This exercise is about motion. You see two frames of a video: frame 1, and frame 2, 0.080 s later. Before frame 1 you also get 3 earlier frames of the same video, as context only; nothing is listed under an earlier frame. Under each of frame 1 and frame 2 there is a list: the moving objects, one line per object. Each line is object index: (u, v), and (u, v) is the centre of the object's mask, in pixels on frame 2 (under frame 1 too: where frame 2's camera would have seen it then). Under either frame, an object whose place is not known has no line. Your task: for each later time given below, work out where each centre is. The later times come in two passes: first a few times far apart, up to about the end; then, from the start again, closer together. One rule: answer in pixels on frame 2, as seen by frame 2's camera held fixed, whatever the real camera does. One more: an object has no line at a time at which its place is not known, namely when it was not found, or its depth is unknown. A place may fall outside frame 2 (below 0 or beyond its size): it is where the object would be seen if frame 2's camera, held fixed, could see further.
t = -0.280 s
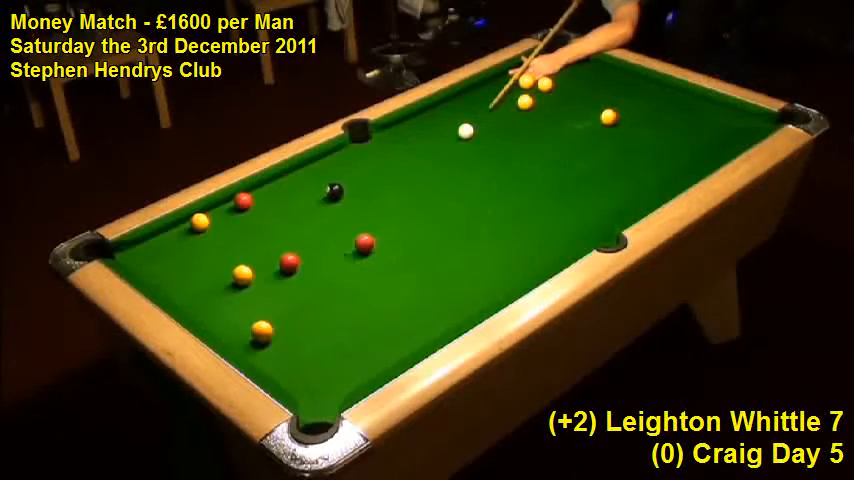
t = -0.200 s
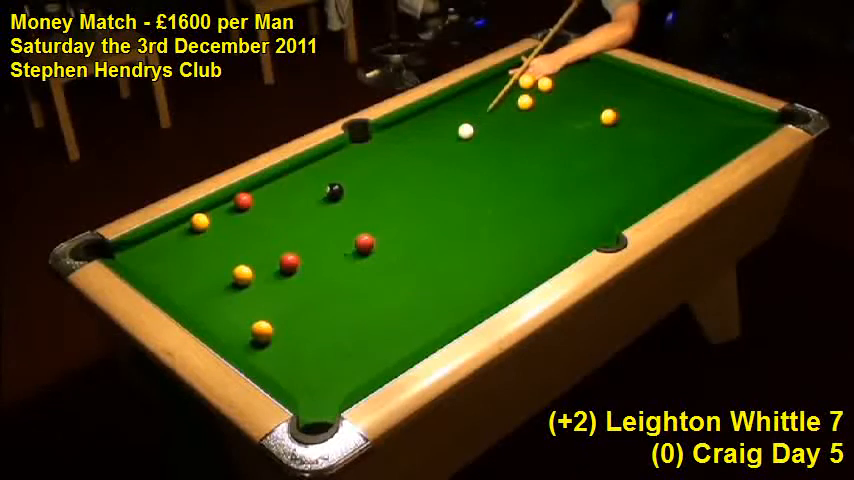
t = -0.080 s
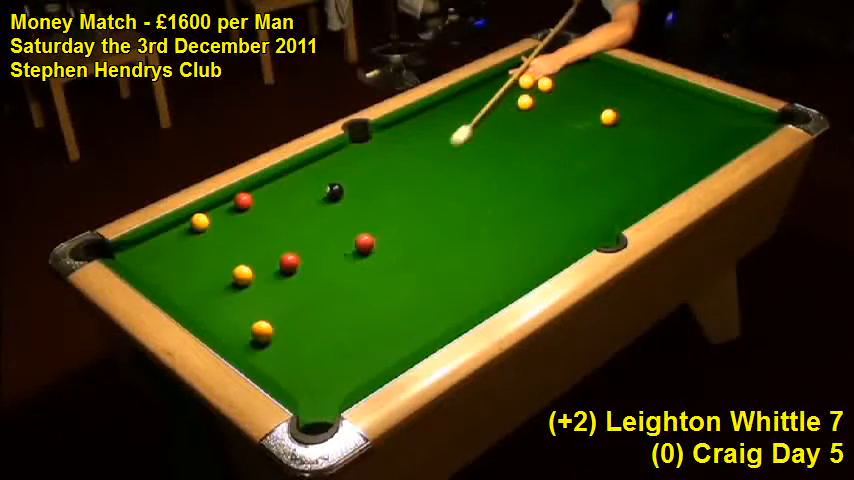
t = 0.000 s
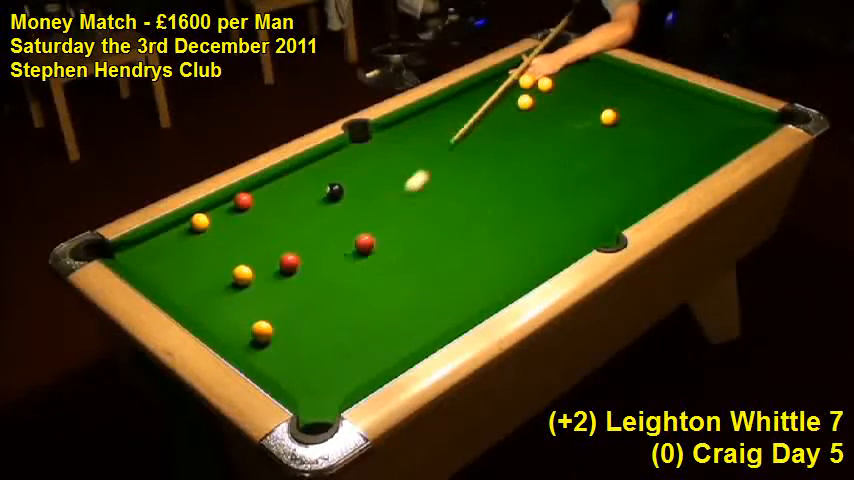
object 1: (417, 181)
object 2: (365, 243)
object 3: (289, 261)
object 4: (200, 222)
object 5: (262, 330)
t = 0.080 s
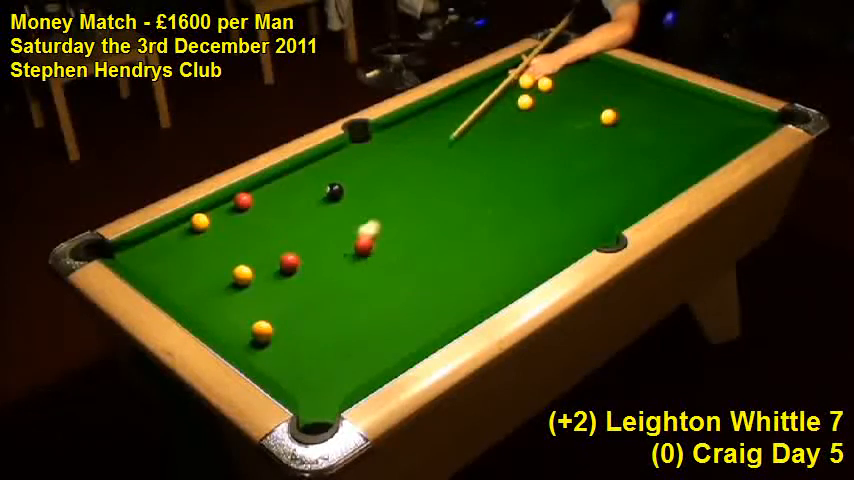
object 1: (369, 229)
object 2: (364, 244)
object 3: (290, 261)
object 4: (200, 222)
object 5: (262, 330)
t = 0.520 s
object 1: (255, 219)
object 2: (282, 371)
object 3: (289, 262)
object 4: (200, 222)
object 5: (262, 330)
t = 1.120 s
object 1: (219, 213)
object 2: (218, 311)
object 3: (290, 262)
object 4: (194, 240)
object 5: (275, 291)
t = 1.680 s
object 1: (231, 213)
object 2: (194, 274)
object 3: (297, 250)
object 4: (184, 262)
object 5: (280, 270)
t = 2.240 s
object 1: (234, 214)
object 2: (196, 274)
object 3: (306, 236)
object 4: (159, 255)
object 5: (279, 267)
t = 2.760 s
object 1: (234, 214)
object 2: (195, 274)
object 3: (310, 227)
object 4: (142, 250)
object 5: (278, 267)
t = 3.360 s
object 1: (234, 214)
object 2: (195, 274)
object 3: (312, 222)
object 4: (131, 247)
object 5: (278, 267)
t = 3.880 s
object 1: (234, 214)
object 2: (195, 274)
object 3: (312, 222)
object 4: (129, 247)
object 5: (278, 267)
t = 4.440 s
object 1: (234, 214)
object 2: (195, 274)
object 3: (312, 223)
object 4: (129, 246)
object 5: (279, 267)
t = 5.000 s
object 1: (234, 214)
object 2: (195, 274)
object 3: (312, 222)
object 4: (129, 247)
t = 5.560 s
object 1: (234, 214)
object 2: (195, 274)
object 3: (312, 222)
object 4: (129, 247)
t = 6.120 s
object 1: (234, 214)
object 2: (195, 274)
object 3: (312, 222)
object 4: (129, 247)
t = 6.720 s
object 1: (234, 214)
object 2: (195, 274)
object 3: (312, 222)
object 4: (129, 247)
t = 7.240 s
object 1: (234, 214)
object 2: (195, 274)
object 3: (312, 223)
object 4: (129, 247)
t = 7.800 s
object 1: (234, 214)
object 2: (195, 274)
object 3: (312, 223)
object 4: (129, 247)
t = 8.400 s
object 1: (234, 214)
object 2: (195, 274)
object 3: (312, 223)
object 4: (129, 247)
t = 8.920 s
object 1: (234, 214)
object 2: (195, 274)
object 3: (312, 223)
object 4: (129, 247)
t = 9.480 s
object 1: (234, 214)
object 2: (195, 274)
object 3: (312, 222)
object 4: (129, 247)
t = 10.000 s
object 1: (234, 214)
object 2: (195, 274)
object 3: (312, 222)
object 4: (129, 247)
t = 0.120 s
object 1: (354, 231)
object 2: (356, 267)
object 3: (290, 261)
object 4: (200, 222)
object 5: (262, 330)
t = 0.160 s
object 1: (343, 230)
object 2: (346, 291)
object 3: (290, 261)
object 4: (200, 222)
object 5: (262, 330)
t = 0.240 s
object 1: (322, 227)
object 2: (325, 345)
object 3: (290, 261)
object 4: (200, 222)
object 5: (262, 330)
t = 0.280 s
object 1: (313, 226)
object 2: (315, 371)
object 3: (290, 261)
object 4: (200, 222)
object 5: (262, 330)
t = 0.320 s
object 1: (303, 225)
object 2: (309, 396)
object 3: (289, 261)
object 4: (200, 222)
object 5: (262, 331)
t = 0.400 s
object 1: (283, 222)
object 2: (318, 392)
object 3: (290, 261)
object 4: (200, 222)
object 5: (262, 330)
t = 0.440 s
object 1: (274, 221)
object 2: (303, 385)
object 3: (290, 261)
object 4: (200, 222)
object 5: (262, 330)
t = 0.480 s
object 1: (264, 220)
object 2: (290, 379)
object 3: (290, 261)
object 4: (200, 222)
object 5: (262, 330)
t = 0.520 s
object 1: (255, 219)
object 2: (282, 371)
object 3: (289, 262)
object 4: (200, 222)
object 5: (262, 330)
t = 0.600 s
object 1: (237, 216)
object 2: (269, 358)
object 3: (289, 262)
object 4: (200, 222)
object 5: (262, 330)
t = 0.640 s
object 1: (228, 215)
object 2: (262, 351)
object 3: (289, 262)
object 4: (200, 222)
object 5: (262, 330)
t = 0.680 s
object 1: (219, 214)
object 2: (256, 344)
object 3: (289, 262)
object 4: (200, 222)
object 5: (263, 328)
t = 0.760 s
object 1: (206, 210)
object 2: (242, 340)
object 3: (289, 262)
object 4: (200, 222)
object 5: (266, 322)
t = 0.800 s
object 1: (208, 212)
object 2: (236, 337)
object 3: (289, 262)
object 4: (199, 224)
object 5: (267, 318)
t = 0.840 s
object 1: (209, 213)
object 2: (234, 334)
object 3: (289, 262)
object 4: (198, 226)
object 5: (268, 314)
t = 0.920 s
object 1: (212, 213)
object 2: (229, 328)
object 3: (289, 262)
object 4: (197, 230)
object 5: (270, 307)
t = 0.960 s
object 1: (214, 213)
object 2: (227, 324)
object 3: (289, 262)
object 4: (197, 232)
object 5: (271, 304)
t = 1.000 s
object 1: (215, 213)
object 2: (224, 321)
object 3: (289, 262)
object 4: (196, 234)
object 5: (272, 300)
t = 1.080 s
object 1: (218, 213)
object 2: (220, 315)
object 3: (290, 262)
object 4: (194, 238)
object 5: (274, 294)
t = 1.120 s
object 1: (219, 213)
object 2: (218, 311)
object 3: (290, 262)
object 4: (194, 240)
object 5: (275, 291)
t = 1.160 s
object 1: (220, 213)
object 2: (216, 308)
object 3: (290, 262)
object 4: (193, 242)
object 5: (276, 288)
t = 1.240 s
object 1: (222, 213)
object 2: (212, 302)
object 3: (290, 261)
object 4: (191, 245)
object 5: (279, 282)
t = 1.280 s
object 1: (223, 213)
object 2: (210, 299)
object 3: (290, 262)
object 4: (191, 247)
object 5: (280, 279)
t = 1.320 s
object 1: (225, 213)
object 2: (208, 296)
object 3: (290, 261)
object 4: (190, 249)
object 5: (280, 277)
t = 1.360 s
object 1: (226, 213)
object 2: (207, 293)
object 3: (291, 261)
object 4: (190, 251)
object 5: (281, 274)
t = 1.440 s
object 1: (227, 213)
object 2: (203, 288)
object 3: (292, 259)
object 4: (189, 254)
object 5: (281, 273)
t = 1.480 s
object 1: (228, 213)
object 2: (202, 285)
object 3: (292, 258)
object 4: (188, 256)
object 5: (280, 272)
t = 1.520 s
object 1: (229, 213)
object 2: (200, 282)
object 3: (293, 256)
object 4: (188, 258)
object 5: (280, 271)
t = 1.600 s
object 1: (231, 213)
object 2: (197, 277)
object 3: (295, 254)
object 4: (187, 260)
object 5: (280, 270)
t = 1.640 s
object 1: (231, 213)
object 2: (195, 276)
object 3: (295, 253)
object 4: (186, 262)
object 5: (280, 270)
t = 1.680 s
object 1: (231, 213)
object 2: (194, 274)
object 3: (297, 250)
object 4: (184, 262)
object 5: (280, 270)
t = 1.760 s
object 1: (232, 213)
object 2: (195, 274)
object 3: (298, 248)
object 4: (181, 262)
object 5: (279, 269)
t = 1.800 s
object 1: (233, 213)
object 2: (196, 274)
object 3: (299, 247)
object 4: (179, 261)
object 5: (279, 269)
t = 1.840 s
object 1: (233, 213)
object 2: (196, 274)
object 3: (300, 246)
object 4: (177, 260)
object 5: (279, 268)
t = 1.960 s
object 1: (234, 214)
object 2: (197, 274)
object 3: (302, 242)
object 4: (171, 259)
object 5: (279, 268)
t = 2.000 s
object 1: (234, 214)
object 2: (196, 274)
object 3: (302, 241)
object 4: (169, 258)
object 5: (279, 268)
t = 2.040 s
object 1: (234, 214)
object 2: (196, 274)
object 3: (303, 240)
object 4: (167, 258)
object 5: (279, 267)
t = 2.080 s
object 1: (234, 214)
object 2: (196, 274)
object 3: (304, 239)
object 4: (165, 257)
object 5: (279, 267)
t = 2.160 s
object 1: (234, 214)
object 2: (196, 274)
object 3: (305, 238)
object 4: (162, 256)
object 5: (279, 267)
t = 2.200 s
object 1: (234, 214)
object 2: (196, 274)
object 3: (306, 236)
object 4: (161, 255)
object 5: (279, 267)
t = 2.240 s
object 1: (234, 214)
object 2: (196, 274)
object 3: (306, 236)
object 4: (159, 255)
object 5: (279, 267)
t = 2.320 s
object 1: (234, 214)
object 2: (195, 274)
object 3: (307, 234)
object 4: (156, 254)
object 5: (279, 267)
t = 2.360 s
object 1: (234, 214)
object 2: (195, 274)
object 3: (307, 233)
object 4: (155, 253)
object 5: (279, 267)
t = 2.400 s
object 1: (234, 214)
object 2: (195, 274)
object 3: (307, 233)
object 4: (153, 253)
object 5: (279, 267)
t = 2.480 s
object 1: (234, 214)
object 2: (195, 274)
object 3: (308, 231)
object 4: (151, 252)
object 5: (278, 267)
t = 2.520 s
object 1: (234, 214)
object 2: (195, 274)
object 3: (308, 230)
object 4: (150, 252)
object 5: (278, 267)
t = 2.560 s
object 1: (234, 214)
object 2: (195, 274)
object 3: (309, 230)
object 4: (148, 251)
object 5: (278, 267)
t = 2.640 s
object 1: (234, 214)
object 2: (195, 274)
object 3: (309, 228)
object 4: (146, 251)
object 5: (278, 267)
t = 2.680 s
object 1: (234, 214)
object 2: (195, 274)
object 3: (310, 228)
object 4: (145, 250)
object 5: (278, 267)
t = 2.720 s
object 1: (234, 214)
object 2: (195, 274)
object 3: (310, 227)
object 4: (144, 250)
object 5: (278, 267)
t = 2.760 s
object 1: (234, 214)
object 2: (195, 274)
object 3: (310, 227)
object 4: (142, 250)
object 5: (278, 267)
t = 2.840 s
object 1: (234, 214)
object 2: (195, 274)
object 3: (311, 226)
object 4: (141, 249)
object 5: (279, 267)
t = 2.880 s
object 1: (234, 214)
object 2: (195, 274)
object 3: (311, 226)
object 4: (140, 249)
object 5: (278, 267)
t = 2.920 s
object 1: (234, 214)
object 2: (195, 274)
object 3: (311, 225)
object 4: (139, 249)
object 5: (278, 267)
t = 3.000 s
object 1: (234, 214)
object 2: (195, 274)
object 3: (311, 225)
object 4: (137, 248)
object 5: (279, 267)
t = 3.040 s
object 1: (234, 214)
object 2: (195, 274)
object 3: (311, 224)
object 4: (137, 248)
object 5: (279, 267)
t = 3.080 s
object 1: (234, 214)
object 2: (195, 274)
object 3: (311, 224)
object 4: (136, 248)
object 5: (279, 267)
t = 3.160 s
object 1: (234, 214)
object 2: (195, 274)
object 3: (311, 224)
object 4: (134, 247)
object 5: (278, 267)
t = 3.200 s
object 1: (234, 214)
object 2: (195, 274)
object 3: (312, 223)
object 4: (133, 247)
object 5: (279, 267)
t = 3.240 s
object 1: (234, 214)
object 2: (195, 274)
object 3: (312, 223)
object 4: (133, 247)
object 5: (279, 267)
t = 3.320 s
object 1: (234, 214)
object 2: (195, 274)
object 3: (312, 223)
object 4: (132, 247)
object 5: (279, 267)
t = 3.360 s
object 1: (234, 214)
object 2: (195, 274)
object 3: (312, 222)
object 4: (131, 247)
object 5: (278, 267)
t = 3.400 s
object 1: (234, 214)
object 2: (195, 274)
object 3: (312, 223)
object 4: (131, 246)
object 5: (278, 267)
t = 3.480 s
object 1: (234, 214)
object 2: (195, 274)
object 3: (312, 222)
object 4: (130, 246)
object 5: (278, 267)
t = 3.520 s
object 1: (234, 214)
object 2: (195, 274)
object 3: (312, 223)
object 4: (130, 246)
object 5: (278, 267)
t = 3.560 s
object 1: (234, 214)
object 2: (195, 274)
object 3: (312, 223)
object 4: (129, 246)
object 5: (278, 267)
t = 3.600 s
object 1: (234, 214)
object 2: (195, 274)
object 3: (312, 222)
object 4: (129, 247)
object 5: (278, 267)
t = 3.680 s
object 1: (234, 214)
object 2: (195, 274)
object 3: (312, 222)
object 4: (129, 247)
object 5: (278, 267)
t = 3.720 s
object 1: (234, 214)
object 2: (195, 274)
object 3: (312, 223)
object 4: (129, 247)
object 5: (278, 267)
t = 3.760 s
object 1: (234, 214)
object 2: (195, 274)
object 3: (312, 223)
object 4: (129, 247)
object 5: (279, 267)
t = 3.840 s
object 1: (234, 214)
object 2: (195, 274)
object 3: (312, 223)
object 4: (129, 247)
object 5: (279, 267)
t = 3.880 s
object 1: (234, 214)
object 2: (195, 274)
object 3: (312, 222)
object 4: (129, 247)
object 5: (278, 267)
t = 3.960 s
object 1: (234, 214)
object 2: (195, 274)
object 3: (312, 222)
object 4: (129, 247)
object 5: (279, 267)
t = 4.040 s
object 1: (234, 214)
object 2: (195, 274)
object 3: (312, 222)
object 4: (129, 247)
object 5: (279, 267)
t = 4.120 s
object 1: (234, 214)
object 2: (195, 274)
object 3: (312, 223)
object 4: (129, 246)
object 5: (278, 267)
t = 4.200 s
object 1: (234, 214)
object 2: (195, 274)
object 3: (312, 223)
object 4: (129, 246)
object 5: (278, 267)
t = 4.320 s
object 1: (234, 214)
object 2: (195, 274)
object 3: (312, 223)
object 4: (129, 247)
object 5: (278, 267)
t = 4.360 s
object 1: (234, 214)
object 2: (195, 274)
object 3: (312, 223)
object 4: (129, 246)
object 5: (278, 267)
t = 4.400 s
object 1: (234, 214)
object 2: (195, 274)
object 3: (312, 223)
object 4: (129, 246)
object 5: (279, 267)
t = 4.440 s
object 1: (234, 214)
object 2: (195, 274)
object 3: (312, 223)
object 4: (129, 246)
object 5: (279, 267)
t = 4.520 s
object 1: (234, 214)
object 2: (195, 274)
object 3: (312, 223)
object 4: (129, 246)
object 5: (278, 267)
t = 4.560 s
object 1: (234, 214)
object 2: (195, 274)
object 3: (312, 223)
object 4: (129, 246)
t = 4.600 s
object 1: (234, 214)
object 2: (195, 274)
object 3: (312, 223)
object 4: (129, 246)
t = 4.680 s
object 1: (234, 214)
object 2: (195, 274)
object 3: (312, 223)
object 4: (129, 246)
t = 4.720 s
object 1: (234, 214)
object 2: (195, 274)
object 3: (312, 223)
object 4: (129, 246)
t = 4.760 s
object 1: (234, 214)
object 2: (195, 274)
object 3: (312, 223)
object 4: (129, 246)
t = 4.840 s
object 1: (234, 214)
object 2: (195, 274)
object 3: (312, 223)
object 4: (129, 247)
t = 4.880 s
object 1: (234, 214)
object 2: (195, 274)
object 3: (312, 222)
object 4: (130, 247)
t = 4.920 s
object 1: (234, 214)
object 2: (195, 274)
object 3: (312, 222)
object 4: (129, 247)
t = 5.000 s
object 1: (234, 214)
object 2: (195, 274)
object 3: (312, 222)
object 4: (129, 247)
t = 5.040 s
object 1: (234, 214)
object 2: (195, 274)
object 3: (312, 222)
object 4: (130, 246)
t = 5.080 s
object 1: (234, 214)
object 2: (195, 274)
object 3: (312, 222)
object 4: (129, 247)
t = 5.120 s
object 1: (234, 214)
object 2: (195, 274)
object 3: (312, 222)
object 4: (129, 246)
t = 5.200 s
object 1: (234, 214)
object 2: (195, 274)
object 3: (312, 222)
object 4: (129, 247)
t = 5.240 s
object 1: (234, 214)
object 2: (195, 274)
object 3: (312, 222)
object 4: (129, 246)
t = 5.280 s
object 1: (234, 214)
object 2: (195, 274)
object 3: (312, 222)
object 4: (129, 247)
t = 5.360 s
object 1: (234, 214)
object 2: (195, 274)
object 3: (312, 222)
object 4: (129, 246)
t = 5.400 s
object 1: (234, 214)
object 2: (195, 274)
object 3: (312, 222)
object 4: (129, 247)
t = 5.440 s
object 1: (234, 214)
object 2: (195, 274)
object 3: (312, 222)
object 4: (129, 247)
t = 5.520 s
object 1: (234, 214)
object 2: (195, 274)
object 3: (312, 222)
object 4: (129, 247)
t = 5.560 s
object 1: (234, 214)
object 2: (195, 274)
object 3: (312, 222)
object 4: (129, 247)
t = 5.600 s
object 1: (234, 214)
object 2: (195, 274)
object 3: (312, 222)
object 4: (129, 247)
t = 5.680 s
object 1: (234, 214)
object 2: (195, 274)
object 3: (312, 222)
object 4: (129, 247)
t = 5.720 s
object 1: (234, 214)
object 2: (195, 274)
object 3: (312, 222)
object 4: (129, 247)
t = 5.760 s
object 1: (234, 214)
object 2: (195, 274)
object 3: (312, 222)
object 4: (129, 246)
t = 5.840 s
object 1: (234, 214)
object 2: (195, 274)
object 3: (312, 222)
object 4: (129, 247)
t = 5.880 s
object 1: (234, 214)
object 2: (195, 274)
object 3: (312, 222)
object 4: (129, 247)
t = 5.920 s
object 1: (234, 214)
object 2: (195, 274)
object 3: (312, 222)
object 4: (129, 247)
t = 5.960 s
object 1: (234, 214)
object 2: (195, 274)
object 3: (312, 222)
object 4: (129, 246)
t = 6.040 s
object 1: (234, 214)
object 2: (195, 274)
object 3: (312, 222)
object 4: (129, 247)
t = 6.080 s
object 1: (234, 214)
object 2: (195, 274)
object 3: (312, 222)
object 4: (129, 246)
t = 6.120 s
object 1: (234, 214)
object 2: (195, 274)
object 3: (312, 222)
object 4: (129, 247)
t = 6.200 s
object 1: (234, 214)
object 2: (195, 274)
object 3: (312, 222)
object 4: (129, 247)
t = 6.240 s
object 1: (234, 214)
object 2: (195, 274)
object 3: (312, 222)
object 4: (129, 246)
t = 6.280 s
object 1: (234, 214)
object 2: (195, 274)
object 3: (312, 222)
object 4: (129, 247)
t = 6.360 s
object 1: (234, 214)
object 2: (195, 274)
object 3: (312, 222)
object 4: (129, 247)
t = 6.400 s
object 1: (234, 214)
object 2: (195, 274)
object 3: (312, 222)
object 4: (129, 247)
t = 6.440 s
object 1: (234, 214)
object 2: (195, 274)
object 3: (312, 222)
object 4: (129, 247)
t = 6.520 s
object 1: (234, 214)
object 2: (195, 274)
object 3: (312, 222)
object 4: (129, 246)
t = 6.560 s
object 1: (234, 214)
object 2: (195, 274)
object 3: (312, 222)
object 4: (129, 247)
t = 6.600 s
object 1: (234, 214)
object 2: (195, 274)
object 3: (312, 222)
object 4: (129, 246)
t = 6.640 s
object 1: (234, 214)
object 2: (195, 274)
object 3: (312, 222)
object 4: (129, 247)
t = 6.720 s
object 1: (234, 214)
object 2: (195, 274)
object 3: (312, 222)
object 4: (129, 247)
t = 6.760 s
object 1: (234, 214)
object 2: (195, 274)
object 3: (312, 222)
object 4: (129, 247)
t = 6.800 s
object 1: (234, 214)
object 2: (195, 274)
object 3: (312, 222)
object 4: (129, 247)
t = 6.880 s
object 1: (234, 214)
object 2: (195, 274)
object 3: (312, 223)
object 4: (129, 247)
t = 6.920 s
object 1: (234, 214)
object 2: (195, 274)
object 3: (312, 223)
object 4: (129, 247)
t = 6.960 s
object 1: (234, 214)
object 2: (195, 274)
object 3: (312, 223)
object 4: (129, 247)
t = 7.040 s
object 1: (234, 214)
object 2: (195, 274)
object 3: (312, 222)
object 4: (129, 247)
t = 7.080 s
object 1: (234, 214)
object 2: (195, 274)
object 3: (312, 223)
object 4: (129, 247)
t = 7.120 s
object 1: (234, 214)
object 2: (195, 274)
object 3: (312, 223)
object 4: (129, 247)
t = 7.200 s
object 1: (234, 214)
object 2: (195, 274)
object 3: (312, 223)
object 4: (129, 247)
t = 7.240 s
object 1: (234, 214)
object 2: (195, 274)
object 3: (312, 223)
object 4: (129, 247)
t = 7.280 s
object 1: (234, 214)
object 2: (195, 274)
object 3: (312, 223)
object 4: (129, 247)
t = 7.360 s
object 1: (234, 214)
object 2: (195, 274)
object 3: (312, 223)
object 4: (129, 247)
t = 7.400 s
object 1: (234, 214)
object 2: (195, 274)
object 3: (312, 223)
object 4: (129, 247)
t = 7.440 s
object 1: (234, 214)
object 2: (195, 274)
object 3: (312, 223)
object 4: (129, 247)
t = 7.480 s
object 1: (234, 214)
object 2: (195, 274)
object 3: (312, 223)
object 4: (129, 247)
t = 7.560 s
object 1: (234, 214)
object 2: (195, 274)
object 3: (312, 223)
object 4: (129, 247)
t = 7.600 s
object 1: (234, 214)
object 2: (195, 274)
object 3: (312, 223)
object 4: (129, 247)
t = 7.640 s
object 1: (234, 214)
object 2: (195, 274)
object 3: (312, 223)
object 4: (129, 247)
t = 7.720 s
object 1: (234, 214)
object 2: (195, 274)
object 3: (312, 223)
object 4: (129, 247)
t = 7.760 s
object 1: (234, 214)
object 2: (195, 274)
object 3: (312, 223)
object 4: (129, 246)
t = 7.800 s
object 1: (234, 214)
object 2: (195, 274)
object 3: (312, 223)
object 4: (129, 247)
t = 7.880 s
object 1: (234, 214)
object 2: (195, 274)
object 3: (312, 223)
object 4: (129, 247)
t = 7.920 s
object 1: (234, 214)
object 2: (195, 274)
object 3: (312, 223)
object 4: (129, 247)
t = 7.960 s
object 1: (234, 214)
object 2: (195, 274)
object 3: (312, 223)
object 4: (129, 247)
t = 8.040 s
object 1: (234, 214)
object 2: (195, 274)
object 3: (312, 223)
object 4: (129, 247)
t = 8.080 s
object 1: (234, 214)
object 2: (195, 274)
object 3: (312, 223)
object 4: (129, 247)
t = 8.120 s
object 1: (234, 214)
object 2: (195, 274)
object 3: (312, 223)
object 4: (129, 247)
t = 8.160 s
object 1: (234, 214)
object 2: (195, 274)
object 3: (312, 223)
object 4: (129, 247)
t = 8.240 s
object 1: (234, 214)
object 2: (195, 274)
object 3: (312, 223)
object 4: (129, 247)
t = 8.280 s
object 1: (234, 214)
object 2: (195, 274)
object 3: (312, 223)
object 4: (129, 247)
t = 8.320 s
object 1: (234, 214)
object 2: (195, 274)
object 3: (312, 223)
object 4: (129, 247)
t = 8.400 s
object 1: (234, 214)
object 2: (195, 274)
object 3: (312, 223)
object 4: (129, 247)
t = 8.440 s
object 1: (234, 214)
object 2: (195, 274)
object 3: (312, 223)
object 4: (129, 247)
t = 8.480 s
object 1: (234, 214)
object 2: (195, 274)
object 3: (312, 223)
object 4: (129, 247)
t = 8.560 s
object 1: (234, 214)
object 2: (195, 274)
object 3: (312, 223)
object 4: (129, 247)
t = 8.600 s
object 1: (234, 214)
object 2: (195, 274)
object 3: (312, 223)
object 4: (129, 247)
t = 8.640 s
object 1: (234, 214)
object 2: (195, 274)
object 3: (312, 223)
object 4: (129, 247)
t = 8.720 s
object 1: (234, 214)
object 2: (195, 274)
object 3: (312, 223)
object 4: (129, 247)
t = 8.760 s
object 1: (234, 214)
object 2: (195, 274)
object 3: (312, 223)
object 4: (129, 247)
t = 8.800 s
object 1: (234, 214)
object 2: (195, 274)
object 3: (312, 223)
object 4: (129, 247)
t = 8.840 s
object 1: (234, 214)
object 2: (195, 274)
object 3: (312, 223)
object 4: (129, 247)
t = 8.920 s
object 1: (234, 214)
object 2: (195, 274)
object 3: (312, 223)
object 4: (129, 247)
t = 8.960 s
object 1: (234, 214)
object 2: (195, 274)
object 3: (312, 223)
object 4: (129, 247)
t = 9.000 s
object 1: (234, 214)
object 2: (195, 274)
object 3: (312, 223)
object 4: (129, 247)
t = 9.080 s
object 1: (234, 214)
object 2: (195, 274)
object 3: (312, 223)
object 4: (129, 247)
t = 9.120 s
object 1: (234, 214)
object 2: (195, 274)
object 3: (312, 223)
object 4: (129, 247)
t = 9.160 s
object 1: (234, 214)
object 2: (195, 274)
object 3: (312, 223)
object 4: (129, 247)
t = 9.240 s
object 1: (234, 214)
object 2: (195, 274)
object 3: (312, 222)
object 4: (129, 246)
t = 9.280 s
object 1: (234, 214)
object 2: (195, 274)
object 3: (312, 222)
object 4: (129, 247)
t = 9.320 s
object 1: (234, 214)
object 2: (195, 274)
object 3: (312, 222)
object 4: (129, 246)
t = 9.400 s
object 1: (234, 214)
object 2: (195, 274)
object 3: (312, 222)
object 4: (129, 247)
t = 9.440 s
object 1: (234, 214)
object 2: (195, 274)
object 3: (312, 222)
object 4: (129, 247)
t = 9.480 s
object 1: (234, 214)
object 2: (195, 274)
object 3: (312, 222)
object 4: (129, 247)
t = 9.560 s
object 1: (234, 214)
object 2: (195, 274)
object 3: (312, 222)
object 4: (129, 246)
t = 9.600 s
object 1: (234, 214)
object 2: (195, 274)
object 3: (312, 222)
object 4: (129, 246)
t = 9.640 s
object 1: (234, 214)
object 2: (195, 274)
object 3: (312, 222)
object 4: (129, 246)
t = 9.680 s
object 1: (234, 214)
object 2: (195, 274)
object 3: (312, 222)
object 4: (129, 246)
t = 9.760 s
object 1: (234, 214)
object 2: (195, 274)
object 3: (312, 222)
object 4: (129, 246)
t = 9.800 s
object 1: (234, 214)
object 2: (195, 274)
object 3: (312, 222)
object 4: (129, 247)
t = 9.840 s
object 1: (234, 214)
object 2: (195, 274)
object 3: (312, 222)
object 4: (129, 246)
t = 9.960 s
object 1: (234, 214)
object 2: (195, 274)
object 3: (312, 222)
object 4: (129, 247)
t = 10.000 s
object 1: (234, 214)
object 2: (195, 274)
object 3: (312, 222)
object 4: (129, 247)
